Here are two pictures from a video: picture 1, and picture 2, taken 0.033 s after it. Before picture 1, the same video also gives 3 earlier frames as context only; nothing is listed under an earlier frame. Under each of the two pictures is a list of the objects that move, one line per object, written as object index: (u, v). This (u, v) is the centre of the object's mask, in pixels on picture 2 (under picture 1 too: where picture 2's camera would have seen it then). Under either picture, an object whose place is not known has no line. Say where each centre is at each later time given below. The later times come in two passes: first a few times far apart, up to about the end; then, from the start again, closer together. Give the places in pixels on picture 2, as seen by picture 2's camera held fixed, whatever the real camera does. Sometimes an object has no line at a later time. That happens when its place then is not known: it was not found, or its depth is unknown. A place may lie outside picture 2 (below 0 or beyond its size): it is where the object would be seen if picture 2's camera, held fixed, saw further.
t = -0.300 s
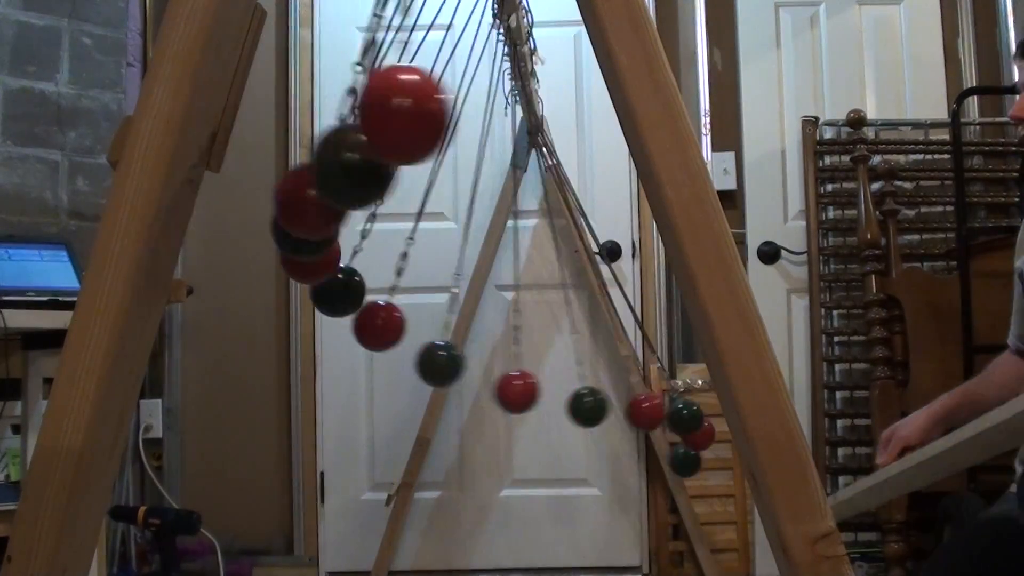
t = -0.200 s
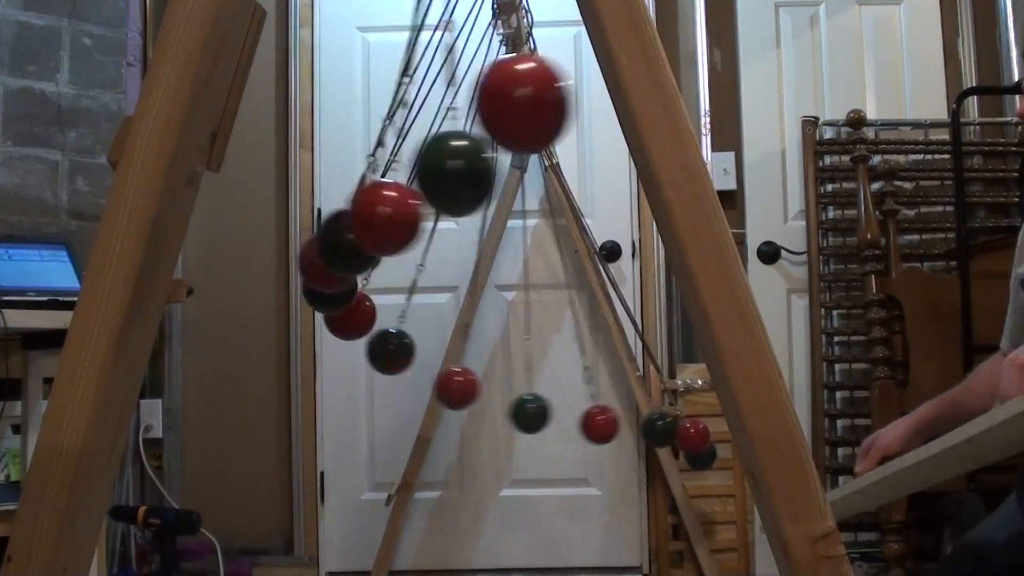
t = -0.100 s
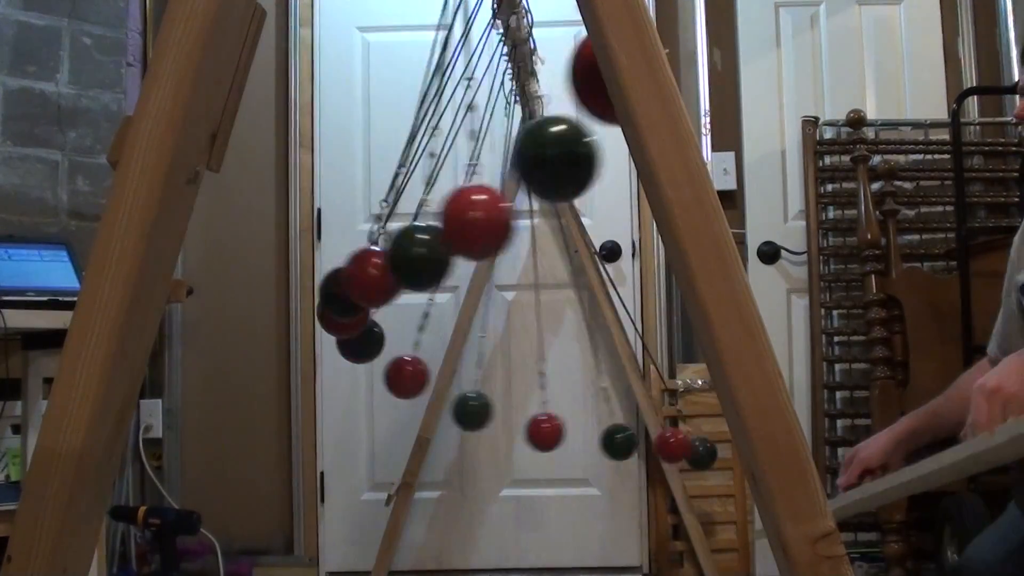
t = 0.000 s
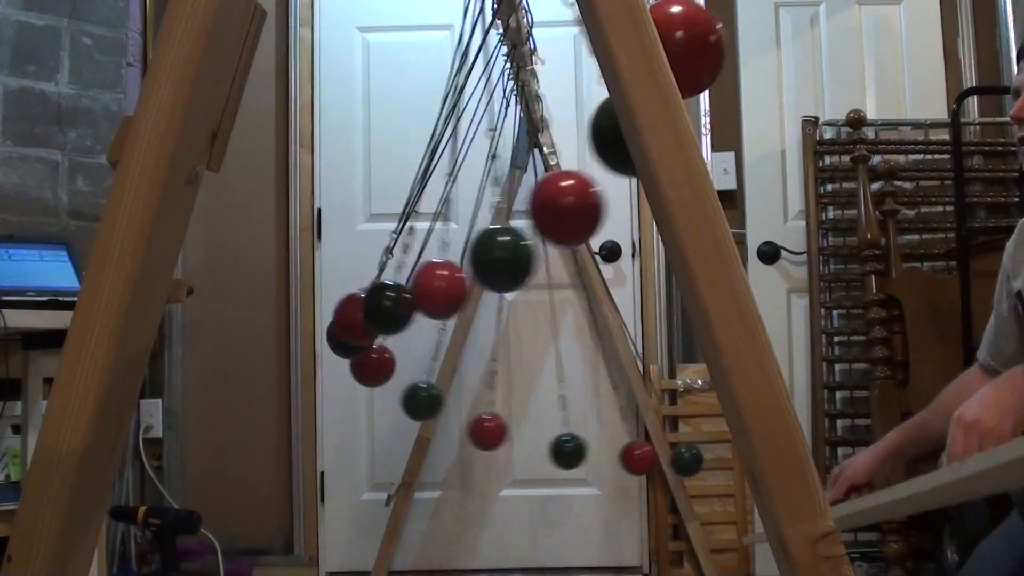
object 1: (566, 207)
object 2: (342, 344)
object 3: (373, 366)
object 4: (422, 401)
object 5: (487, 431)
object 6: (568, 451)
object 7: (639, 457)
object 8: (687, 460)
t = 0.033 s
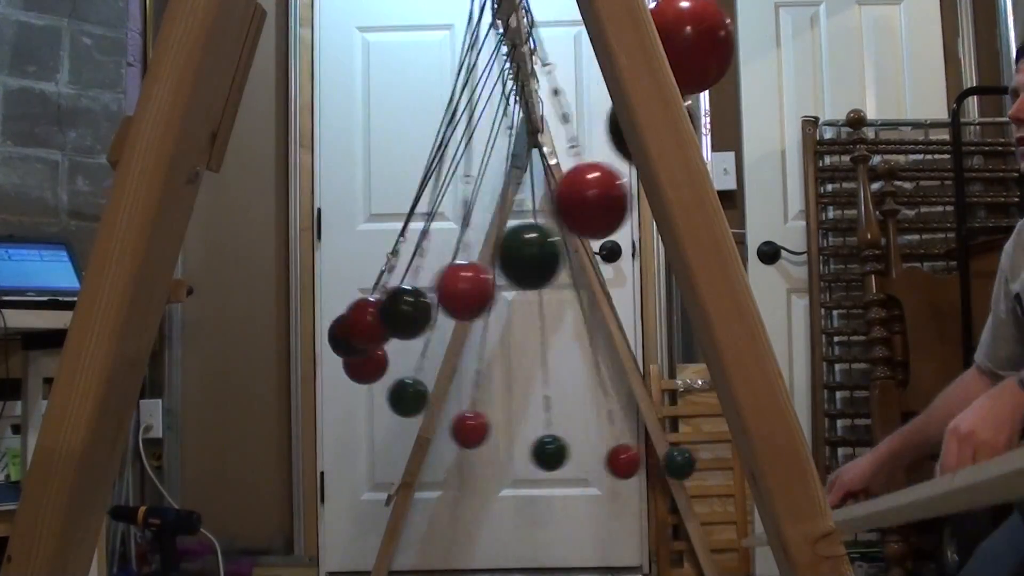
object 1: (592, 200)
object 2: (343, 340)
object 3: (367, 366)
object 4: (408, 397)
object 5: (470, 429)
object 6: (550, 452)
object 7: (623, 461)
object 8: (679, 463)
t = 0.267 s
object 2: (427, 361)
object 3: (377, 366)
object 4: (357, 387)
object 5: (383, 407)
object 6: (432, 441)
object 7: (503, 471)
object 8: (586, 488)
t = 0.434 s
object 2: (529, 368)
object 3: (449, 386)
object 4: (396, 392)
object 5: (367, 402)
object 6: (385, 428)
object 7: (428, 458)
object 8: (500, 490)
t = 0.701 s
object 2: (661, 339)
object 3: (605, 380)
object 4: (531, 412)
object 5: (455, 427)
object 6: (399, 429)
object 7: (376, 443)
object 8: (398, 468)
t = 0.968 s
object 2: (659, 336)
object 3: (686, 354)
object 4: (660, 386)
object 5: (600, 424)
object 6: (515, 453)
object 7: (437, 461)
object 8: (388, 463)
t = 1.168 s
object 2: (565, 364)
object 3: (651, 365)
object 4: (687, 374)
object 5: (674, 403)
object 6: (620, 441)
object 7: (535, 472)
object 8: (447, 482)
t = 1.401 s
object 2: (422, 359)
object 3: (527, 391)
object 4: (622, 399)
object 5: (679, 396)
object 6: (690, 421)
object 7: (646, 454)
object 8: (562, 491)
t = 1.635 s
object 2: (346, 344)
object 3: (401, 375)
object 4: (492, 412)
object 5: (594, 425)
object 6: (672, 423)
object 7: (698, 436)
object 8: (664, 469)
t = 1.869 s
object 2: (397, 352)
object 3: (357, 359)
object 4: (387, 392)
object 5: (465, 428)
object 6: (575, 450)
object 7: (664, 448)
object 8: (700, 453)
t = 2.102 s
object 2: (531, 368)
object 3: (423, 381)
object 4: (372, 382)
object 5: (381, 409)
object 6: (453, 445)
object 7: (560, 471)
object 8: (659, 470)
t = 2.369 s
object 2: (659, 342)
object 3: (577, 385)
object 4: (472, 410)
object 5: (394, 410)
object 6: (373, 426)
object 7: (432, 460)
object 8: (537, 492)
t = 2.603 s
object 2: (666, 333)
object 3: (672, 363)
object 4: (604, 403)
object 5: (496, 432)
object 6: (405, 432)
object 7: (379, 443)
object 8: (430, 478)
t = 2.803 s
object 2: (582, 361)
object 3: (672, 355)
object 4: (676, 385)
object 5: (605, 423)
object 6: (490, 451)
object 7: (403, 451)
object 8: (381, 464)
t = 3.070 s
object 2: (422, 359)
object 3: (558, 388)
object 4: (660, 384)
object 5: (689, 396)
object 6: (627, 439)
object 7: (513, 472)
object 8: (411, 472)
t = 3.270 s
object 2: (350, 345)
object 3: (441, 385)
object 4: (570, 409)
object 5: (668, 403)
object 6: (690, 420)
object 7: (614, 463)
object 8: (491, 489)
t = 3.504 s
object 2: (386, 348)
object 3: (358, 364)
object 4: (440, 405)
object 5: (568, 429)
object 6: (674, 422)
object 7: (689, 444)
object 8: (608, 485)
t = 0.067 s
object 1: (612, 193)
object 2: (348, 338)
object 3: (361, 366)
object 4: (396, 393)
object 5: (454, 427)
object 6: (531, 453)
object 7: (607, 465)
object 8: (670, 467)
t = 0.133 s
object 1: (629, 185)
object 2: (371, 343)
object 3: (351, 364)
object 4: (379, 388)
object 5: (422, 420)
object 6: (495, 452)
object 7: (573, 470)
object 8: (647, 475)
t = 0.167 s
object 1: (634, 183)
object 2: (382, 347)
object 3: (352, 361)
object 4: (373, 389)
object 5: (410, 416)
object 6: (477, 450)
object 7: (556, 472)
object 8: (632, 479)
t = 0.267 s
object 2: (427, 361)
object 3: (377, 366)
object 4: (357, 387)
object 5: (383, 407)
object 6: (432, 441)
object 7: (503, 471)
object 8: (586, 488)
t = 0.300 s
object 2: (445, 364)
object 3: (387, 370)
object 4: (360, 383)
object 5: (377, 408)
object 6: (418, 437)
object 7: (486, 470)
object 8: (569, 490)
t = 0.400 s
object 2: (508, 369)
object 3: (430, 382)
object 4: (386, 388)
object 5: (364, 404)
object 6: (390, 428)
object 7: (441, 461)
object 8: (517, 491)
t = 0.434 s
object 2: (529, 368)
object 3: (449, 386)
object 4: (396, 392)
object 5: (367, 402)
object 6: (385, 428)
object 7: (428, 458)
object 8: (500, 490)
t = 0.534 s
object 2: (590, 359)
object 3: (508, 391)
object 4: (438, 405)
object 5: (389, 408)
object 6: (370, 425)
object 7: (397, 448)
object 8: (453, 483)
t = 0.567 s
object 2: (608, 355)
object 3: (529, 390)
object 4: (455, 408)
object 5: (398, 411)
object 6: (370, 422)
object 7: (391, 447)
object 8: (439, 480)
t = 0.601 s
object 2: (625, 350)
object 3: (549, 389)
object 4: (473, 410)
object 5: (411, 415)
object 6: (378, 421)
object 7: (386, 447)
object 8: (427, 477)
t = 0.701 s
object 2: (661, 339)
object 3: (605, 380)
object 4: (531, 412)
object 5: (455, 427)
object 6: (399, 429)
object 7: (376, 443)
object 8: (398, 468)
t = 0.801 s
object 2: (679, 339)
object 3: (650, 365)
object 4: (588, 406)
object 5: (508, 432)
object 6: (433, 442)
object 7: (389, 445)
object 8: (380, 466)
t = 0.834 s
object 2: (681, 333)
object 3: (660, 363)
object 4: (605, 403)
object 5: (527, 432)
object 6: (448, 444)
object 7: (396, 447)
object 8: (377, 462)
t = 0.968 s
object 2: (659, 336)
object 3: (686, 354)
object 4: (660, 386)
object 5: (600, 424)
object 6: (515, 453)
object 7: (437, 461)
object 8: (388, 463)
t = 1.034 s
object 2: (636, 346)
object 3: (680, 351)
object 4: (676, 383)
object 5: (632, 416)
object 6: (552, 452)
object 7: (467, 467)
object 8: (402, 469)
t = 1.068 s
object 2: (620, 352)
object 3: (676, 354)
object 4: (683, 382)
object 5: (645, 411)
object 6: (570, 450)
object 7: (483, 469)
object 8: (411, 472)
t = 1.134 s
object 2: (584, 361)
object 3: (661, 360)
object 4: (690, 375)
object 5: (666, 404)
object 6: (604, 445)
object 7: (517, 472)
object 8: (434, 478)
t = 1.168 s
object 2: (565, 364)
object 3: (651, 365)
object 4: (687, 374)
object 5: (674, 403)
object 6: (620, 441)
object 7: (535, 472)
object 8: (447, 482)
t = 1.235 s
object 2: (523, 368)
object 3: (622, 375)
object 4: (677, 377)
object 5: (688, 400)
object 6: (648, 433)
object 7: (571, 470)
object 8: (476, 487)
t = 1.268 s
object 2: (501, 369)
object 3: (605, 380)
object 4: (670, 380)
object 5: (693, 397)
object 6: (660, 428)
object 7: (588, 468)
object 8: (493, 489)
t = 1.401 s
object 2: (422, 359)
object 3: (527, 391)
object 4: (622, 399)
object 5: (679, 396)
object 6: (690, 421)
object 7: (646, 454)
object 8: (562, 491)
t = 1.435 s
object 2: (406, 355)
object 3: (508, 391)
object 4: (606, 403)
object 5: (673, 401)
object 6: (697, 417)
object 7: (658, 451)
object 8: (579, 489)
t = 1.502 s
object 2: (380, 347)
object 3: (468, 389)
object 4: (570, 409)
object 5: (653, 409)
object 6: (692, 413)
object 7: (677, 443)
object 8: (611, 484)
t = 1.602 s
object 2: (357, 349)
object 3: (415, 379)
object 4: (512, 413)
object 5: (611, 422)
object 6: (680, 420)
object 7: (696, 440)
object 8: (652, 472)
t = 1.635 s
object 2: (346, 344)
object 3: (401, 375)
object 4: (492, 412)
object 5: (594, 425)
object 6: (672, 423)
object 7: (698, 436)
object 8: (664, 469)
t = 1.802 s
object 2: (373, 343)
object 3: (355, 366)
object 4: (409, 397)
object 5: (500, 432)
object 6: (609, 444)
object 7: (681, 442)
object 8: (701, 457)
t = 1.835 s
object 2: (384, 347)
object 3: (353, 361)
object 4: (398, 394)
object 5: (482, 431)
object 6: (593, 447)
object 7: (674, 445)
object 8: (702, 454)
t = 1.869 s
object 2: (397, 352)
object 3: (357, 359)
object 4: (387, 392)
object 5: (465, 428)
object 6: (575, 450)
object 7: (664, 448)
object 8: (700, 453)
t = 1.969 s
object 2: (447, 364)
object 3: (374, 366)
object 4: (366, 392)
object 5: (419, 418)
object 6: (521, 453)
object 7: (625, 461)
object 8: (692, 457)
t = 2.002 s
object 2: (467, 367)
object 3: (383, 369)
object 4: (360, 385)
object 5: (406, 414)
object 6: (503, 452)
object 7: (611, 464)
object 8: (686, 460)
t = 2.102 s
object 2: (531, 368)
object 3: (423, 381)
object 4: (372, 382)
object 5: (381, 409)
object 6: (453, 445)
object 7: (560, 471)
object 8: (659, 470)
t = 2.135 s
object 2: (551, 366)
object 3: (440, 385)
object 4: (378, 385)
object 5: (374, 410)
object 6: (438, 443)
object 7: (543, 472)
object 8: (647, 474)
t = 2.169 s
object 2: (572, 363)
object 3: (458, 388)
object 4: (387, 388)
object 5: (367, 406)
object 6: (425, 439)
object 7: (525, 472)
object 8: (634, 479)
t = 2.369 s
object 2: (659, 342)
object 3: (577, 385)
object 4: (472, 410)
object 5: (394, 410)
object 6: (373, 426)
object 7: (432, 460)
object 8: (537, 492)
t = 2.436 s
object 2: (678, 339)
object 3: (612, 378)
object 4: (510, 413)
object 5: (416, 417)
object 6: (377, 421)
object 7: (410, 453)
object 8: (503, 490)
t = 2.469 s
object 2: (679, 331)
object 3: (629, 373)
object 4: (530, 413)
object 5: (429, 421)
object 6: (379, 422)
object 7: (401, 450)
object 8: (487, 489)
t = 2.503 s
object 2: (675, 329)
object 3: (642, 369)
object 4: (550, 412)
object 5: (444, 425)
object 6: (383, 424)
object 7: (395, 449)
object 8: (471, 486)
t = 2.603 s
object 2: (666, 333)
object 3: (672, 363)
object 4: (604, 403)
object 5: (496, 432)
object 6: (405, 432)
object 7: (379, 443)
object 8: (430, 478)
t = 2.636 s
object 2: (657, 336)
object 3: (680, 358)
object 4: (620, 399)
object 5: (515, 432)
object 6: (416, 436)
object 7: (381, 441)
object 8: (419, 474)
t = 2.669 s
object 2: (647, 342)
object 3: (683, 353)
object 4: (635, 395)
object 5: (534, 432)
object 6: (428, 440)
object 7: (382, 442)
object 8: (409, 471)
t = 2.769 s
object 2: (601, 357)
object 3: (677, 353)
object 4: (667, 386)
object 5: (589, 426)
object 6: (473, 449)
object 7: (395, 448)
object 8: (385, 469)
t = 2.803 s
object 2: (582, 361)
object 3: (672, 355)
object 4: (676, 385)
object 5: (605, 423)
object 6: (490, 451)
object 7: (403, 451)
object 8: (381, 464)
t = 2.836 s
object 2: (563, 365)
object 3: (665, 360)
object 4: (685, 381)
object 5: (621, 419)
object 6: (508, 452)
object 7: (412, 454)
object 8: (381, 460)
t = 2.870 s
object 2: (542, 367)
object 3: (655, 363)
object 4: (687, 376)
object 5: (636, 415)
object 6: (526, 453)
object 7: (424, 457)
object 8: (382, 460)
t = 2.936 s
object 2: (500, 369)
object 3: (629, 373)
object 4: (683, 374)
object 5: (660, 407)
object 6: (562, 451)
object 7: (449, 464)
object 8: (385, 461)
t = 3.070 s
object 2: (422, 359)
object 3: (558, 388)
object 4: (660, 384)
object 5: (689, 396)
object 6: (627, 439)
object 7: (513, 472)
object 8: (411, 472)
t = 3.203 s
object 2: (373, 349)
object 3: (478, 389)
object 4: (605, 402)
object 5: (682, 396)
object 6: (672, 426)
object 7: (583, 469)
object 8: (460, 484)
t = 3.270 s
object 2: (350, 345)
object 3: (441, 385)
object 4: (570, 409)
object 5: (668, 403)
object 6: (690, 420)
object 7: (614, 463)
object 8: (491, 489)
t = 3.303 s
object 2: (349, 339)
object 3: (425, 381)
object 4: (551, 411)
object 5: (659, 406)
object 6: (690, 416)
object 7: (629, 460)
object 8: (508, 491)
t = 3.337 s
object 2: (353, 337)
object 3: (410, 377)
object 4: (532, 413)
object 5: (648, 411)
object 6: (691, 415)
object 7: (642, 456)
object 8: (525, 491)
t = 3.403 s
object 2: (359, 339)
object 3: (386, 370)
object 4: (493, 412)
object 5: (620, 419)
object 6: (690, 416)
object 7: (664, 449)
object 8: (559, 491)
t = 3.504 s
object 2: (386, 348)
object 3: (358, 364)
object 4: (440, 405)
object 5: (568, 429)
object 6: (674, 422)
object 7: (689, 444)
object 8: (608, 485)
